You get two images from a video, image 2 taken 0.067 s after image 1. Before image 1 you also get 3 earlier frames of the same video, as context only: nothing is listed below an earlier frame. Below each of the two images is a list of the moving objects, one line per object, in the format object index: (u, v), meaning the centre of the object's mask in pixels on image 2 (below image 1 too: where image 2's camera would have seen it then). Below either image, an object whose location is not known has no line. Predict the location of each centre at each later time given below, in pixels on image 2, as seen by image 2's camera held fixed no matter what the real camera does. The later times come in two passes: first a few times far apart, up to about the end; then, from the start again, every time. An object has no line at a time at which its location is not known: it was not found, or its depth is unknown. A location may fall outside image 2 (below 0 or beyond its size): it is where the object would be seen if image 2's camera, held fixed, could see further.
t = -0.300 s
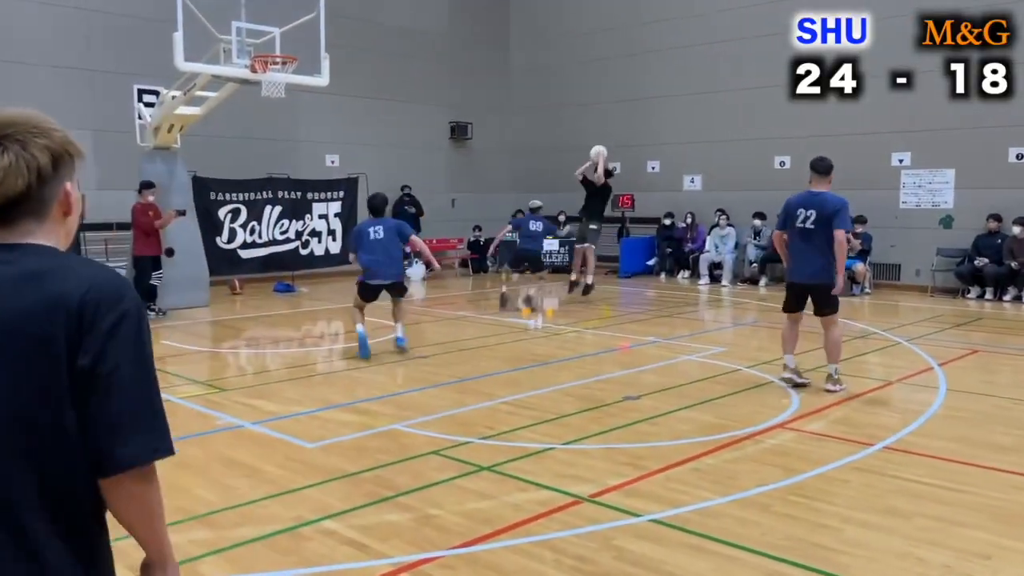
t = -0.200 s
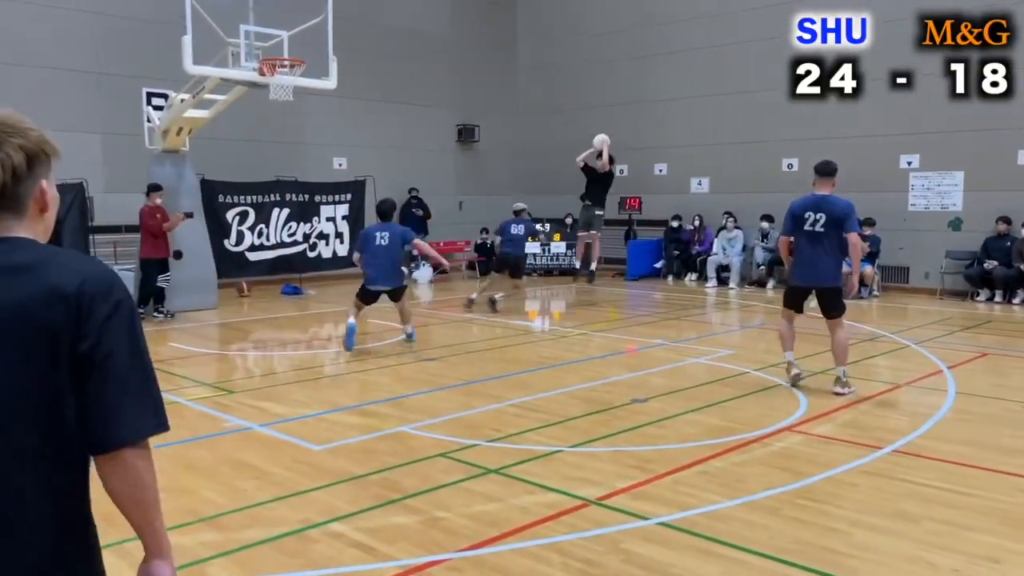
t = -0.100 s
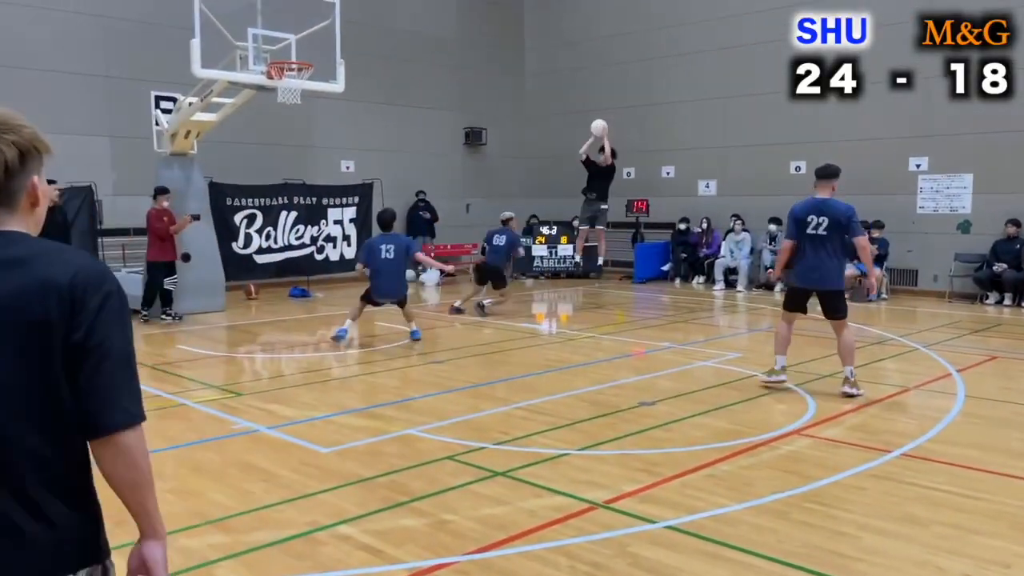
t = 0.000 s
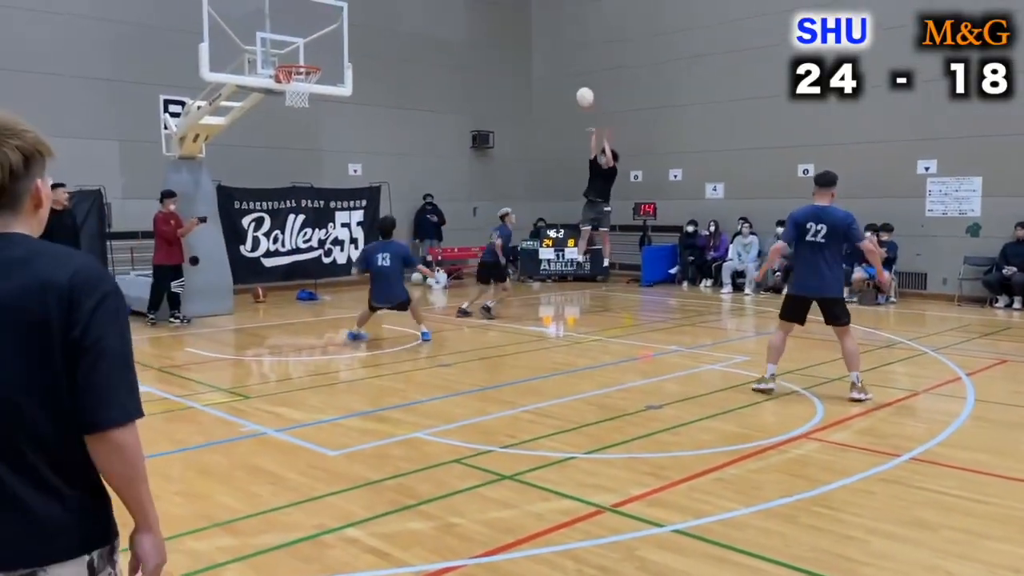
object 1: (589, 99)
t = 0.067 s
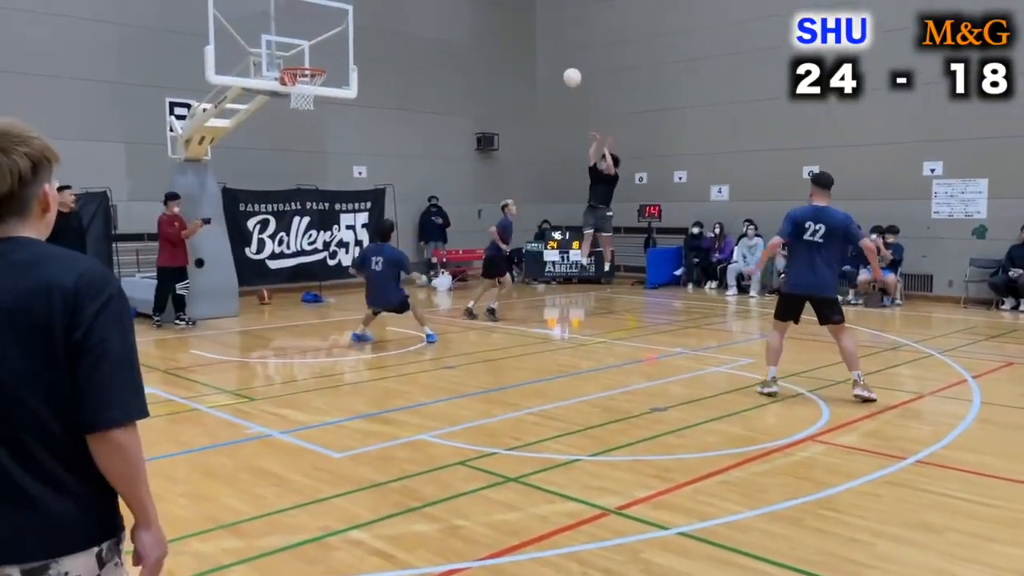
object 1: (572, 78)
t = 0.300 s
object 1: (507, 25)
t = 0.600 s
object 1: (414, 16)
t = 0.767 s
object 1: (359, 43)
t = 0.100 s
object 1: (563, 68)
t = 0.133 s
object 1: (554, 59)
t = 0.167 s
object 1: (545, 50)
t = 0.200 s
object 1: (536, 43)
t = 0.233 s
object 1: (526, 36)
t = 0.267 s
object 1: (516, 30)
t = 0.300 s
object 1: (507, 25)
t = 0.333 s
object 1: (497, 20)
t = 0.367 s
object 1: (487, 16)
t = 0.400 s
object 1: (477, 14)
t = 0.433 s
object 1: (467, 12)
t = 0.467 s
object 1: (457, 11)
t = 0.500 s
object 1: (446, 10)
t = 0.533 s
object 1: (436, 11)
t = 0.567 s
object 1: (425, 12)
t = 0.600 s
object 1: (414, 16)
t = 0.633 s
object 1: (403, 19)
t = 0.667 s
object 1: (393, 23)
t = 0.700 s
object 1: (381, 29)
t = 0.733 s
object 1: (370, 35)
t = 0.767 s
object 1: (359, 43)
